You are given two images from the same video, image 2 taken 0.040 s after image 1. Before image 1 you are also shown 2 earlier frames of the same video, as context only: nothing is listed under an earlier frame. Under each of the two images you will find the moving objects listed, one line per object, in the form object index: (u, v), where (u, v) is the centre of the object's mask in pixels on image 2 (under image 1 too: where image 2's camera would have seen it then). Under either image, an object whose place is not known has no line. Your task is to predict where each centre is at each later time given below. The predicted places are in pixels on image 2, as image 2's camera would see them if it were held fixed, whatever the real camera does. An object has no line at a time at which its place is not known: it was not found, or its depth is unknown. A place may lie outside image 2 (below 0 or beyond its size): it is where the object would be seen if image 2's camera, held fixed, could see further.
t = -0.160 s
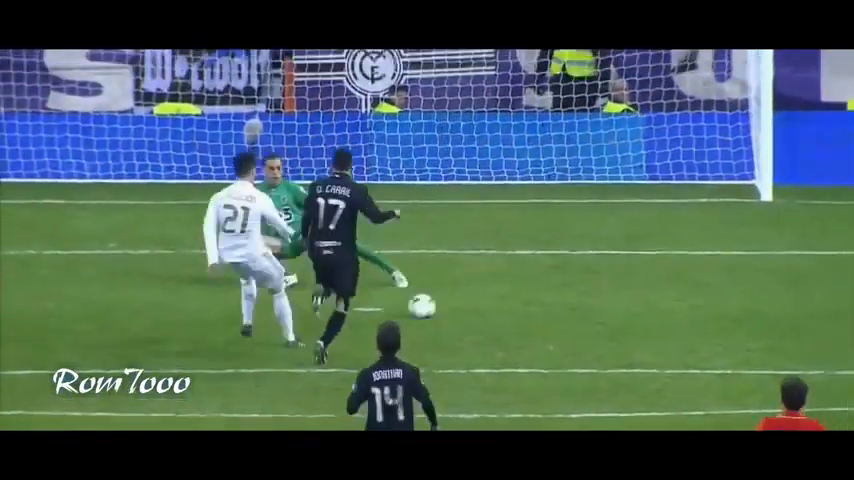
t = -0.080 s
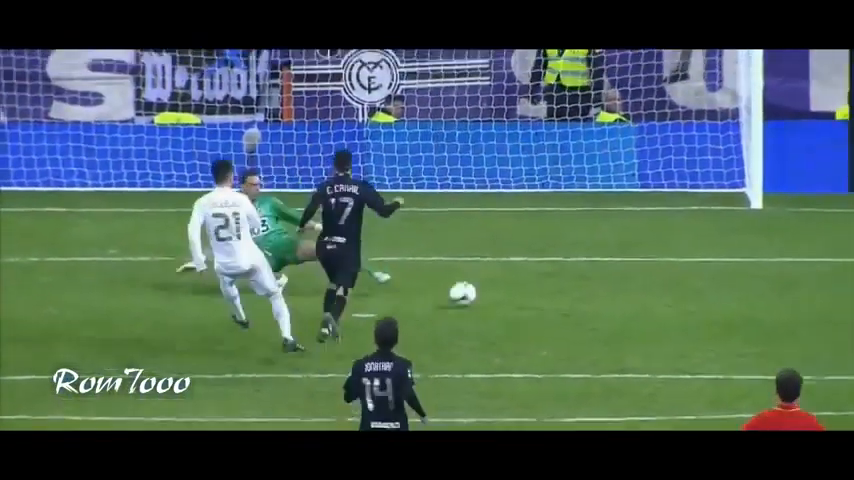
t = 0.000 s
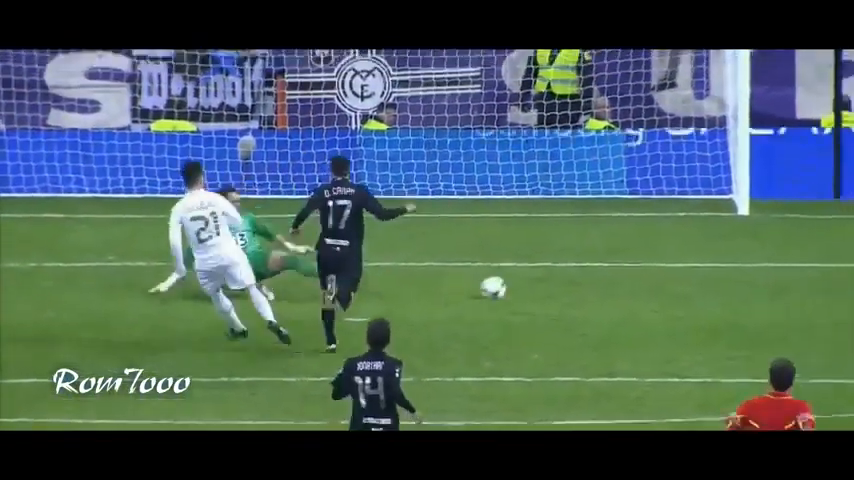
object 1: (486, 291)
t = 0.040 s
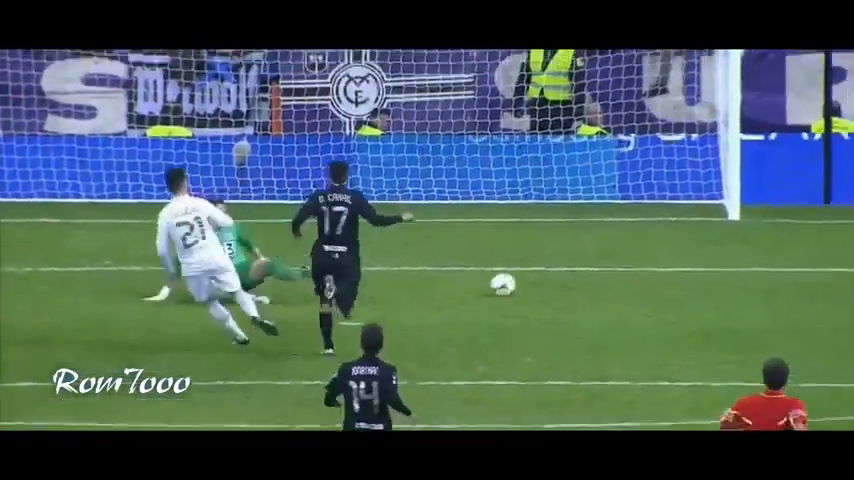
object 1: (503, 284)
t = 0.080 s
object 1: (518, 274)
